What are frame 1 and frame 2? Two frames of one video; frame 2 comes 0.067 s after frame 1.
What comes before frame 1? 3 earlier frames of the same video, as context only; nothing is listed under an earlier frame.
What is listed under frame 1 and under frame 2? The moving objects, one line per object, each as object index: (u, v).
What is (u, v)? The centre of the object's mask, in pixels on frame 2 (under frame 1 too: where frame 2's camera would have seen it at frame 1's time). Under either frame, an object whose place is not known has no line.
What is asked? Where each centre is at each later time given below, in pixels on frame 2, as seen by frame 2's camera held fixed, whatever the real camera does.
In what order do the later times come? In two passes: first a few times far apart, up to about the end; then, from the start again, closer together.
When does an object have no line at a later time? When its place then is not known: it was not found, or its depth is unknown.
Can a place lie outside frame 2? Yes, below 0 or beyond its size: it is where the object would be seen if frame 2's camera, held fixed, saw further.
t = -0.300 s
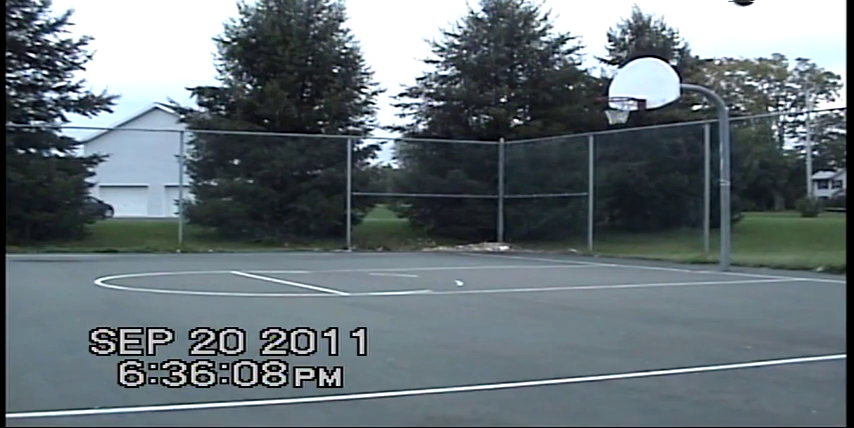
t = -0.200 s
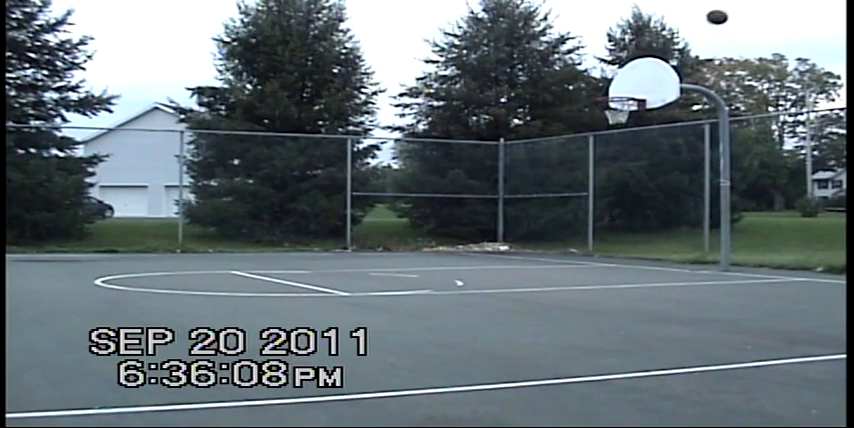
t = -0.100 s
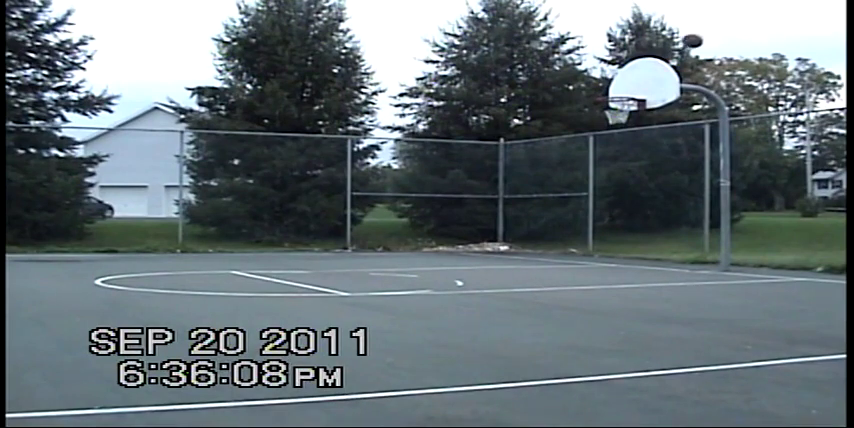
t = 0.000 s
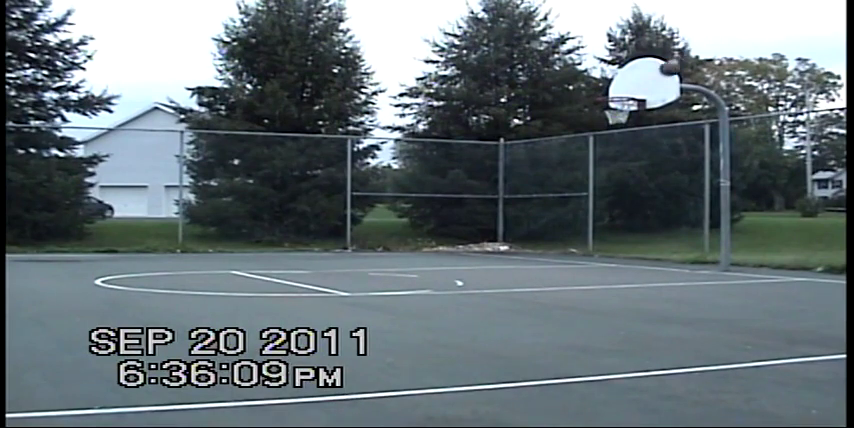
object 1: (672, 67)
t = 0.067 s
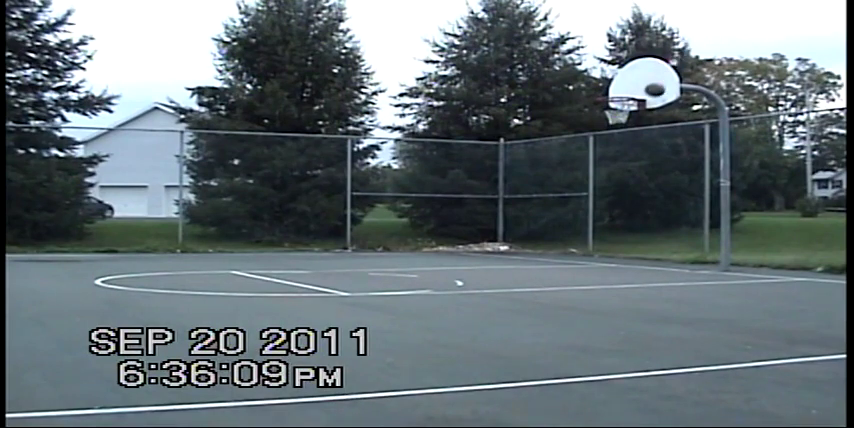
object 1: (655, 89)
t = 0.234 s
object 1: (621, 149)
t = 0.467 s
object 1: (578, 247)
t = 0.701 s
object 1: (562, 201)
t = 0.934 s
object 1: (552, 156)
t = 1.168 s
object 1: (541, 140)
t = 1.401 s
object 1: (533, 149)
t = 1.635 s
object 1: (523, 185)
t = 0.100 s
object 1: (648, 101)
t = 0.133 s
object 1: (642, 111)
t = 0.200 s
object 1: (626, 134)
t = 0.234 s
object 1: (621, 149)
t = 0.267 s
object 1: (614, 161)
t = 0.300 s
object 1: (608, 173)
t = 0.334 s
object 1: (602, 188)
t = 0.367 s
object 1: (596, 201)
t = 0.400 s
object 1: (588, 218)
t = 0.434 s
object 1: (582, 231)
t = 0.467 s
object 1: (578, 247)
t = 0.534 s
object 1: (571, 255)
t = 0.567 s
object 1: (569, 243)
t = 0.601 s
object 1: (567, 231)
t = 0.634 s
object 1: (565, 220)
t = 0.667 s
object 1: (563, 210)
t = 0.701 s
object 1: (562, 201)
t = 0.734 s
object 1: (560, 193)
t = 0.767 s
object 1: (560, 186)
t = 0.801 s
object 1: (558, 177)
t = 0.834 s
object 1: (557, 171)
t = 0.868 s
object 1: (555, 165)
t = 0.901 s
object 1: (553, 160)
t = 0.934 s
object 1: (552, 156)
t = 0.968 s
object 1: (551, 152)
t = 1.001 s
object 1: (549, 148)
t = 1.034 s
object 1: (548, 146)
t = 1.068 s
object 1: (546, 143)
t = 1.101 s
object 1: (544, 142)
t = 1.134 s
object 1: (543, 140)
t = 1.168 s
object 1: (541, 140)
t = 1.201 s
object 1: (540, 140)
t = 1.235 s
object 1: (539, 140)
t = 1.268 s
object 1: (538, 141)
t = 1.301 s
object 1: (537, 142)
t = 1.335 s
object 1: (536, 144)
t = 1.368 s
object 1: (534, 147)
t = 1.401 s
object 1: (533, 149)
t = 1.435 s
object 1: (531, 153)
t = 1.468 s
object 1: (530, 157)
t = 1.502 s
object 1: (529, 162)
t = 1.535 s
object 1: (526, 167)
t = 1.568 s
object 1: (526, 172)
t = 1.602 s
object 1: (524, 179)
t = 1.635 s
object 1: (523, 185)
